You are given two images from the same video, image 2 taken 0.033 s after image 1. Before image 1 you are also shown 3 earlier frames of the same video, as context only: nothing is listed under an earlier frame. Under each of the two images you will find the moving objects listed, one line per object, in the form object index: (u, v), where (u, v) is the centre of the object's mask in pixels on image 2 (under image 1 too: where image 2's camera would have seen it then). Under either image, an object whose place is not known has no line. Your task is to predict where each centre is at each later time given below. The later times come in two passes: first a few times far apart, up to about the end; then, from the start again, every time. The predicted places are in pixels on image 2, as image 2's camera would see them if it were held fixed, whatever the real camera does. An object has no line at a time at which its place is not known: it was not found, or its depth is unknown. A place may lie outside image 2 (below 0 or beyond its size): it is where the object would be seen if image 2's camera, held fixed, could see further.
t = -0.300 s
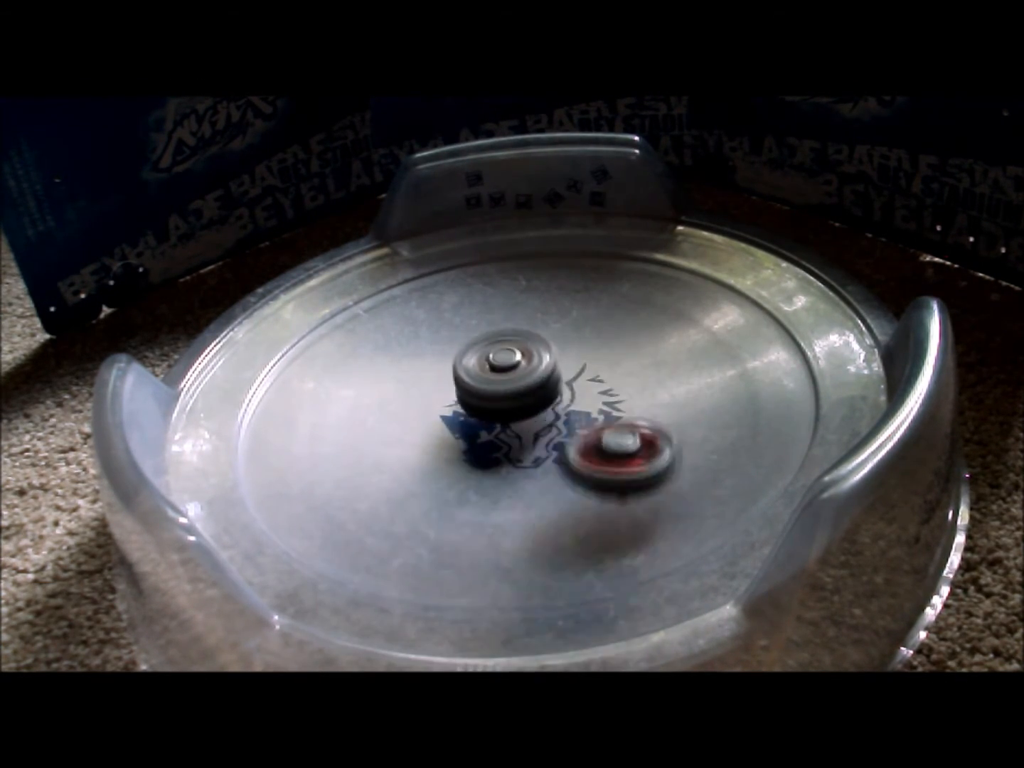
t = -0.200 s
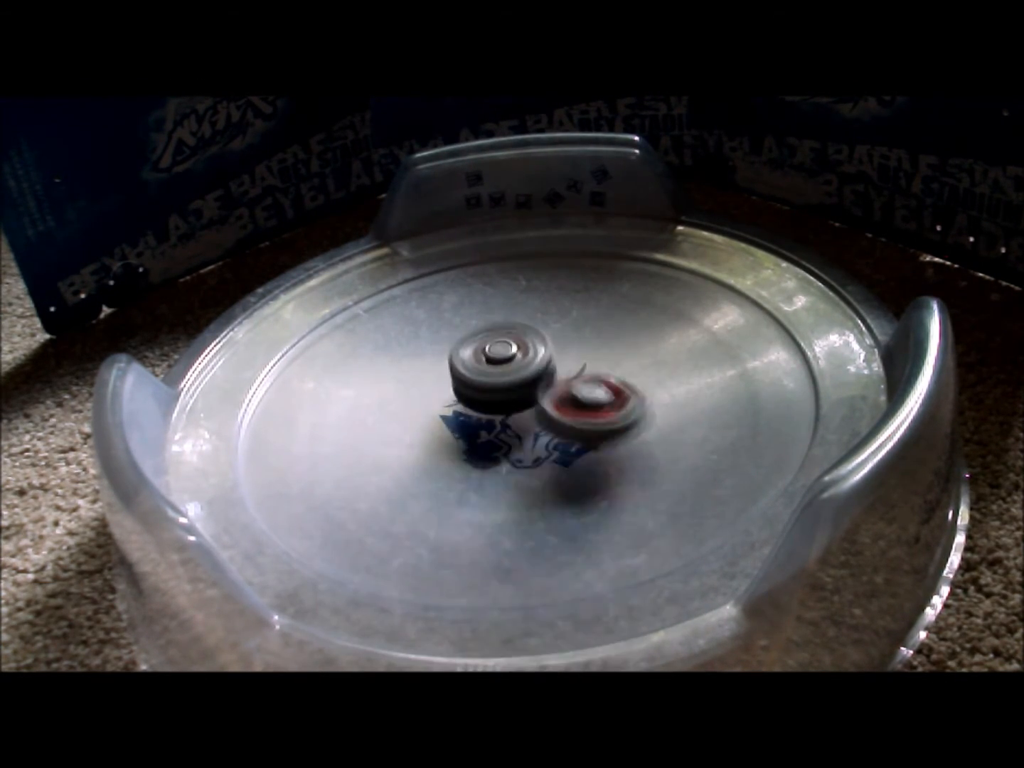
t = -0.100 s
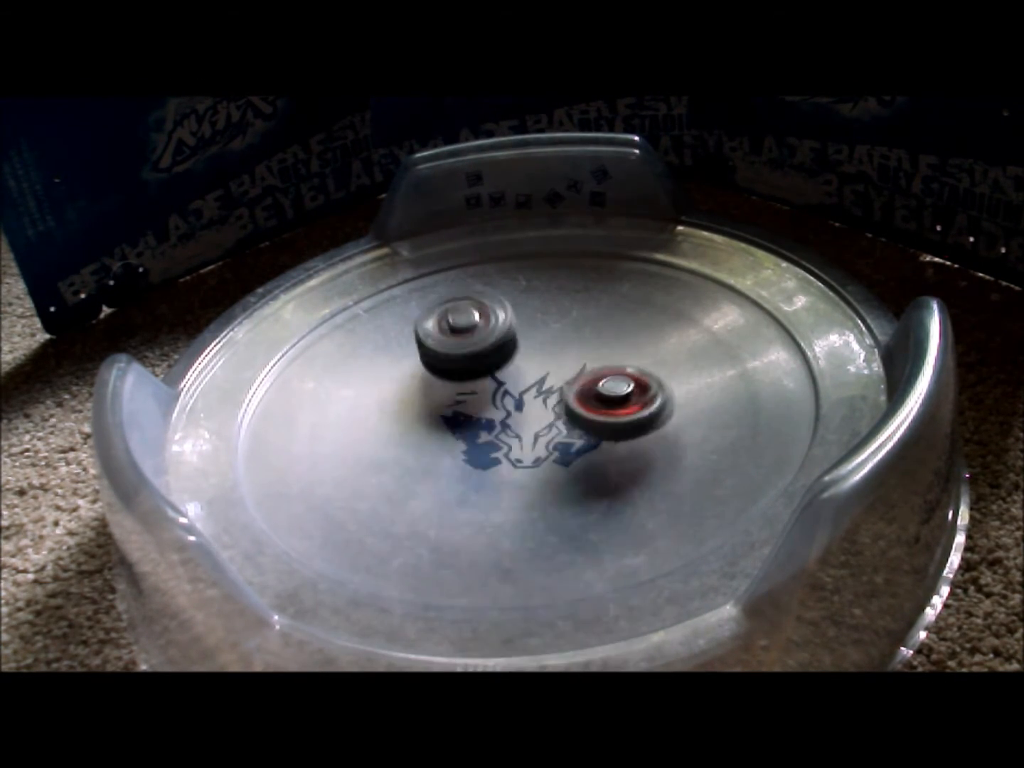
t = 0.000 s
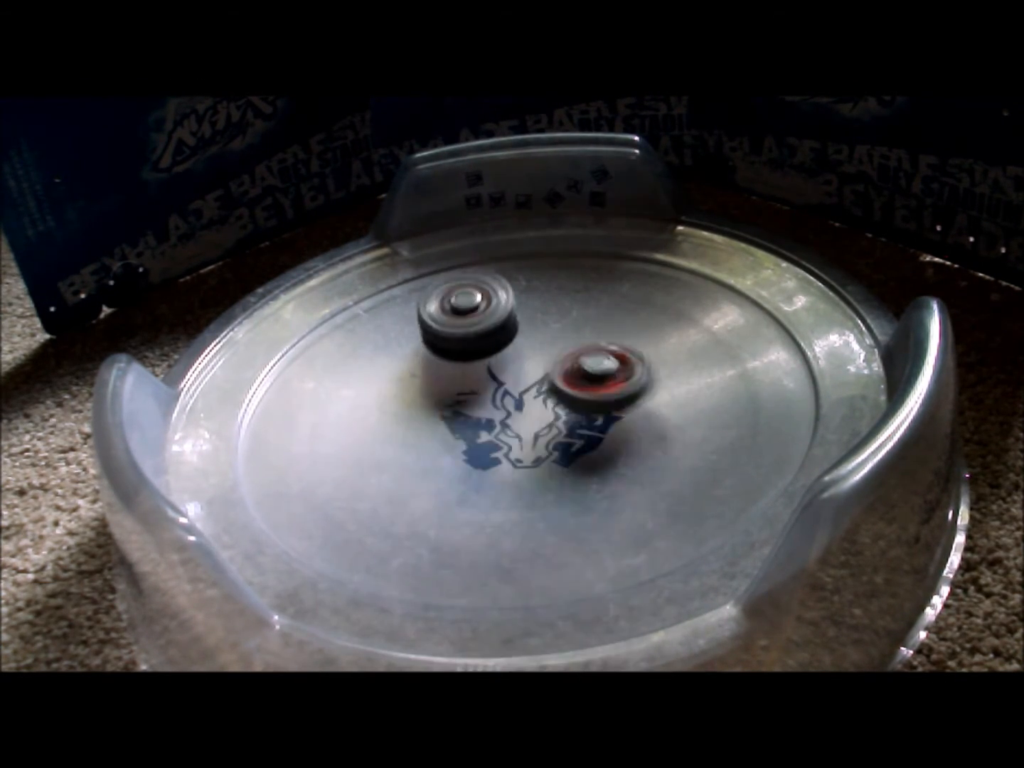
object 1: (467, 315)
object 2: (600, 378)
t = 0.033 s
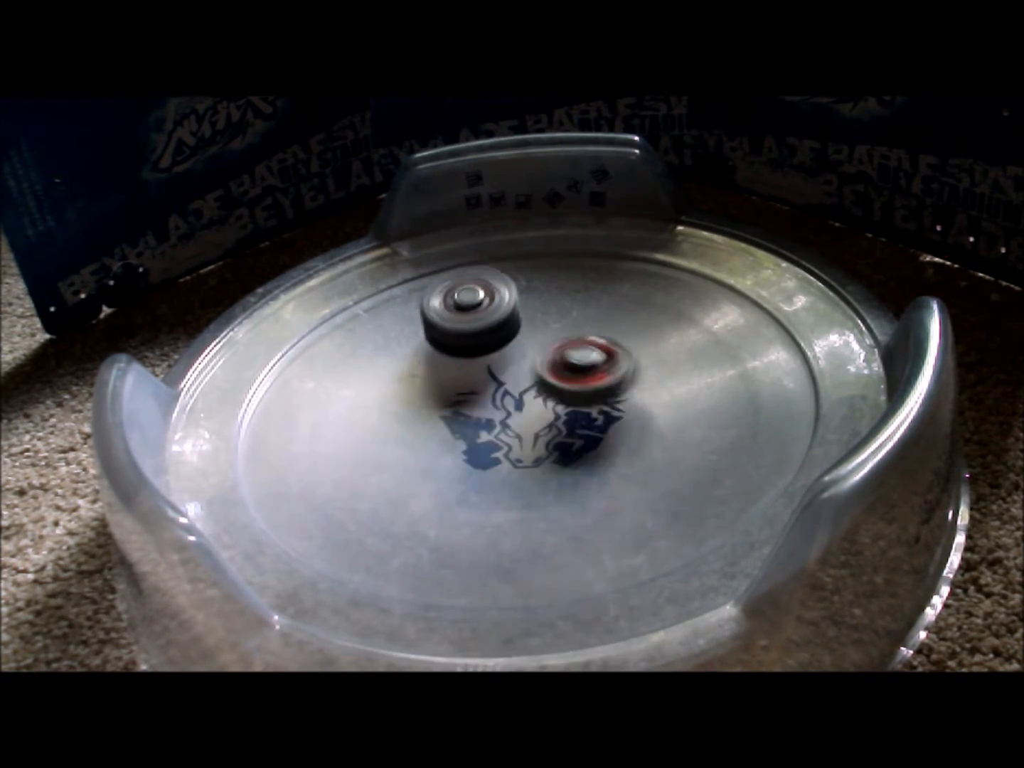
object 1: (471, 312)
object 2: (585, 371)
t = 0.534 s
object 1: (487, 363)
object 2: (612, 419)
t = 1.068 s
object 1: (385, 469)
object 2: (527, 421)
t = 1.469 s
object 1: (490, 464)
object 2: (530, 390)
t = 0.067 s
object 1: (474, 310)
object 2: (568, 365)
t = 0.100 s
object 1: (477, 307)
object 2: (548, 362)
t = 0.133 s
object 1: (477, 305)
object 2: (535, 362)
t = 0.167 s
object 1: (476, 302)
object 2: (532, 375)
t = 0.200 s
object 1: (477, 301)
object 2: (528, 385)
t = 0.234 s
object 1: (479, 301)
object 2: (524, 394)
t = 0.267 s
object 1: (481, 304)
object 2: (524, 404)
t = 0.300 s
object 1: (483, 307)
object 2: (528, 412)
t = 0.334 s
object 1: (485, 312)
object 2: (537, 421)
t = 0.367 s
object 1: (487, 319)
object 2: (548, 429)
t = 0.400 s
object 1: (488, 325)
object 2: (560, 431)
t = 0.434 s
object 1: (490, 333)
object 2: (574, 433)
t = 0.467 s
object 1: (490, 345)
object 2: (589, 431)
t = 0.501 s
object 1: (489, 354)
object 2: (603, 426)
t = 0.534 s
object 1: (487, 363)
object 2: (612, 419)
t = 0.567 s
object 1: (484, 373)
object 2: (616, 410)
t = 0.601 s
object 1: (480, 382)
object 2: (614, 403)
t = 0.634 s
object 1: (475, 392)
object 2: (606, 396)
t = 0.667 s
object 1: (470, 402)
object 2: (595, 390)
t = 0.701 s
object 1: (465, 411)
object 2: (580, 388)
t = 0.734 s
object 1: (451, 421)
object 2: (575, 385)
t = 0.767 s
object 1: (438, 430)
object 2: (570, 381)
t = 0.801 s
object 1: (428, 437)
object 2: (562, 380)
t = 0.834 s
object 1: (419, 443)
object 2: (550, 381)
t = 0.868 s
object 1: (410, 449)
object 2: (540, 384)
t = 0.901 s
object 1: (402, 454)
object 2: (532, 389)
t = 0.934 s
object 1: (396, 458)
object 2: (527, 396)
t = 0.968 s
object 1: (391, 461)
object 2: (522, 403)
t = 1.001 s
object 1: (387, 464)
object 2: (522, 409)
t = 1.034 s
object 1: (385, 467)
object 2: (523, 416)
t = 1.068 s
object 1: (385, 469)
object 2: (527, 421)
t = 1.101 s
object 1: (386, 471)
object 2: (534, 426)
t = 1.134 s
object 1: (389, 472)
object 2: (544, 428)
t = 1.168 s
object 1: (393, 473)
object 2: (556, 428)
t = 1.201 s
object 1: (400, 473)
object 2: (565, 425)
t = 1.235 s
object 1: (407, 473)
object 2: (572, 420)
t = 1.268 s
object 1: (416, 473)
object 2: (576, 414)
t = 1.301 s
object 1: (426, 472)
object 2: (575, 408)
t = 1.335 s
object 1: (437, 471)
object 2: (572, 402)
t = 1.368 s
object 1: (449, 470)
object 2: (563, 398)
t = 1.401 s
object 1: (463, 467)
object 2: (552, 395)
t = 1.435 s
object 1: (477, 465)
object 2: (542, 393)
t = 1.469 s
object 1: (490, 464)
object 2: (530, 390)
